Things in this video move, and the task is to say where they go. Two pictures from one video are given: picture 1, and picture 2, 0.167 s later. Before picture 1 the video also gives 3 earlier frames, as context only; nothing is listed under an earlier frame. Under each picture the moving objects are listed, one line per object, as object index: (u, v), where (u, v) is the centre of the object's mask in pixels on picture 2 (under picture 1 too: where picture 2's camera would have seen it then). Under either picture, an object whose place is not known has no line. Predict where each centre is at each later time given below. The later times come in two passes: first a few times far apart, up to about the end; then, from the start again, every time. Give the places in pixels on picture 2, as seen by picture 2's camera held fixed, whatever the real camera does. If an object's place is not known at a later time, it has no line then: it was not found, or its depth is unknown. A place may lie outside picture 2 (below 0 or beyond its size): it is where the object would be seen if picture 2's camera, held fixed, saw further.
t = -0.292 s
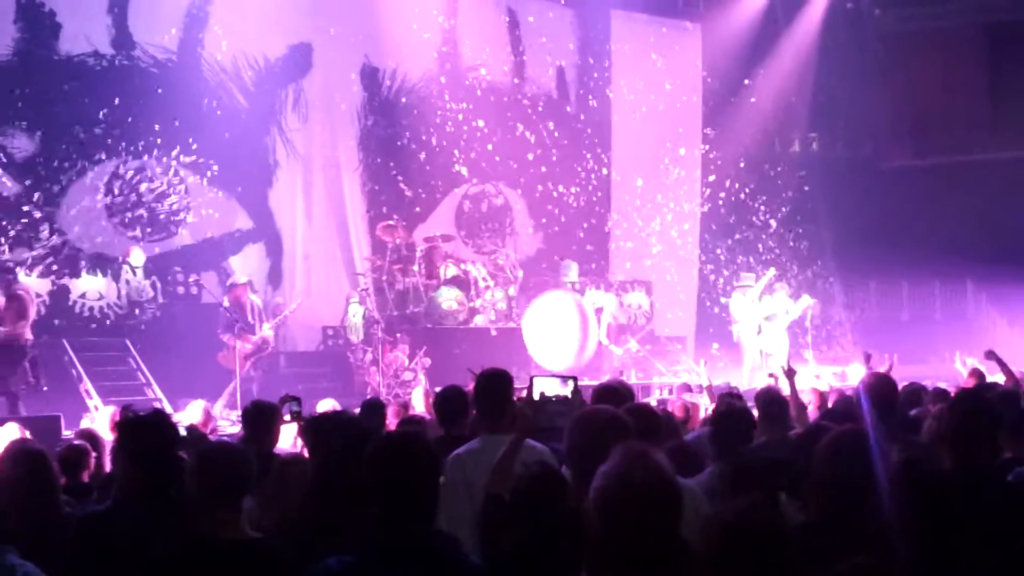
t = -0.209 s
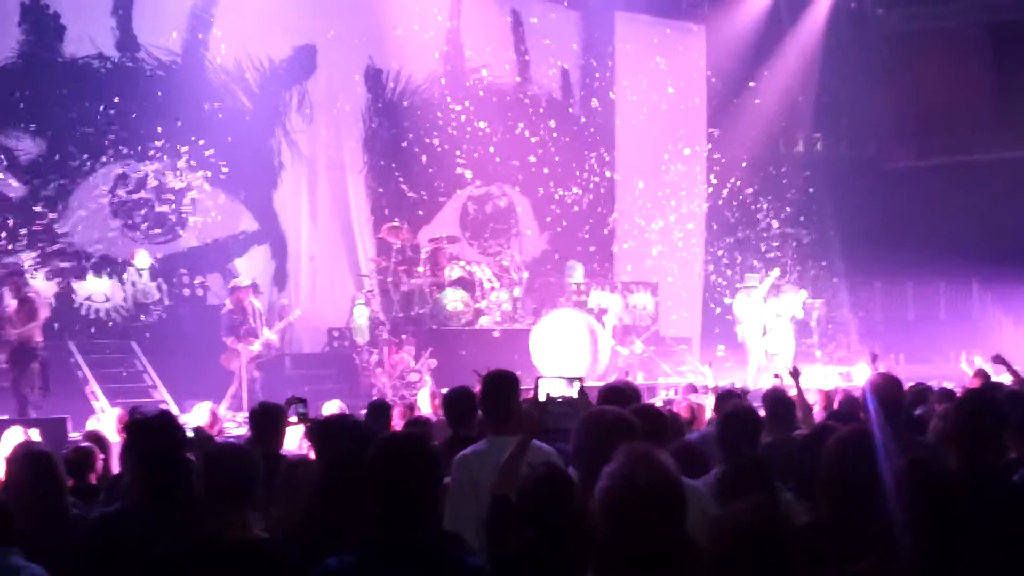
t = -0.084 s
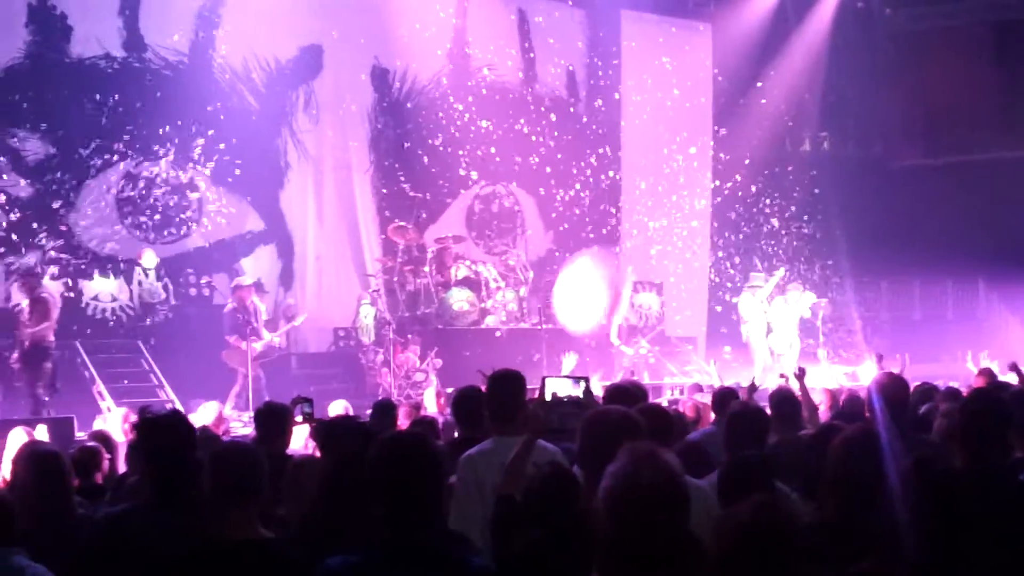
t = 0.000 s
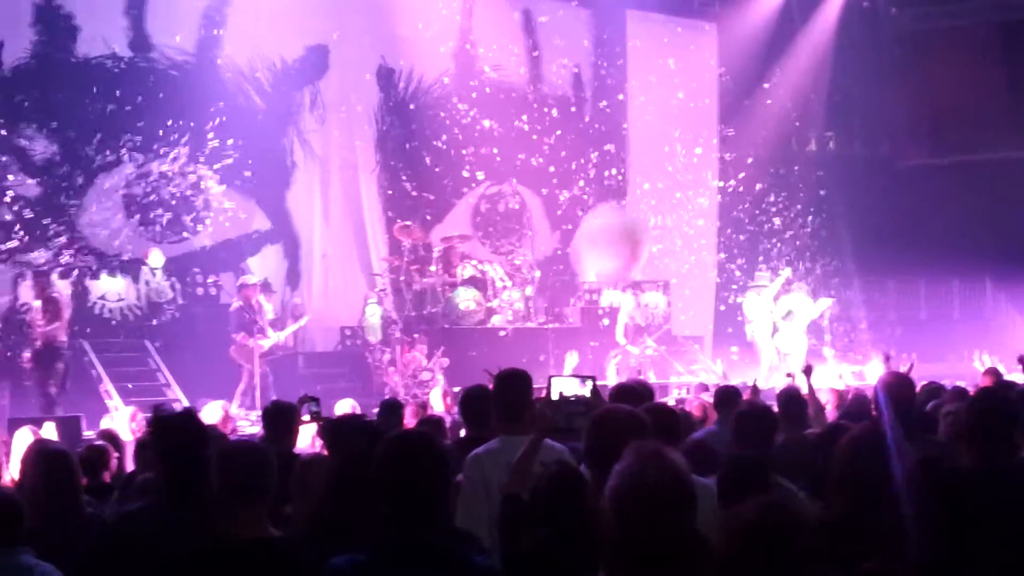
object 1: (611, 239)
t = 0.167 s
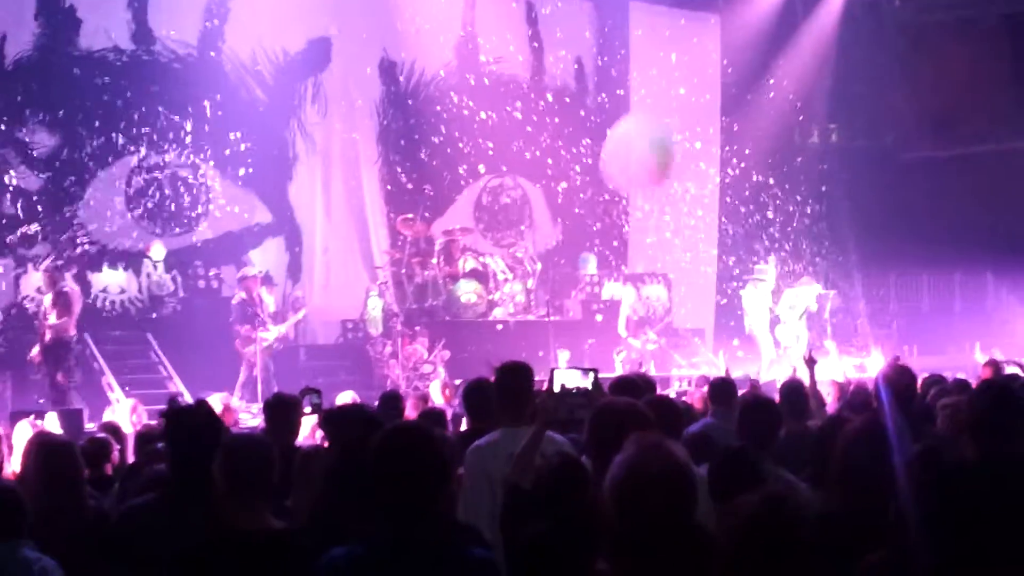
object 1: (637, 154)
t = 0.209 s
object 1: (643, 137)
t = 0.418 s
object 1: (686, 68)
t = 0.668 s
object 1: (728, 39)
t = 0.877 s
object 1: (760, 34)
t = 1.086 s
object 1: (788, 41)
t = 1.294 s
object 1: (812, 68)
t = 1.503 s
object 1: (830, 108)
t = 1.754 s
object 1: (847, 168)
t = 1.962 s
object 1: (856, 229)
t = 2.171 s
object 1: (861, 297)
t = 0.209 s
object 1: (643, 137)
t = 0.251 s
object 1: (651, 118)
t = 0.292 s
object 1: (660, 105)
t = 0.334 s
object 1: (670, 89)
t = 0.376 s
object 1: (679, 75)
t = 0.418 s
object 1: (686, 68)
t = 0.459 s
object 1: (694, 60)
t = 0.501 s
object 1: (701, 58)
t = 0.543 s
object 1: (708, 51)
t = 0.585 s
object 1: (714, 46)
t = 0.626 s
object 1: (721, 42)
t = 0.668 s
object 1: (728, 39)
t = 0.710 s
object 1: (734, 37)
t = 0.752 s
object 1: (741, 35)
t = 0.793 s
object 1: (747, 35)
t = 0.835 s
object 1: (753, 35)
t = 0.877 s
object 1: (760, 34)
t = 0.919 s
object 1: (766, 35)
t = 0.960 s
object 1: (771, 36)
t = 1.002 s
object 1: (777, 37)
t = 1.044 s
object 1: (782, 39)
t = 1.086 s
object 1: (788, 41)
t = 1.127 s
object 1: (793, 46)
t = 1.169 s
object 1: (798, 50)
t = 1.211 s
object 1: (803, 56)
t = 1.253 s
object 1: (807, 62)
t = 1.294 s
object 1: (812, 68)
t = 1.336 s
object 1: (815, 75)
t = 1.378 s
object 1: (819, 83)
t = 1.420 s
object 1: (824, 90)
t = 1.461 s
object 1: (827, 99)
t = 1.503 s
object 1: (830, 108)
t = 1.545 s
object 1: (834, 117)
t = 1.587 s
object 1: (836, 127)
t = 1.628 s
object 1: (839, 136)
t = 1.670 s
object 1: (842, 147)
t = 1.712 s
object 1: (844, 157)
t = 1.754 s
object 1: (847, 168)
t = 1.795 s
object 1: (849, 180)
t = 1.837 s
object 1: (851, 191)
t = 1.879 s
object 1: (853, 204)
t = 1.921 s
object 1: (855, 217)
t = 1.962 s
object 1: (856, 229)
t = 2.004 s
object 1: (858, 242)
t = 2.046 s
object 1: (859, 255)
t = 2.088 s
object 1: (860, 269)
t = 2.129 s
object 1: (861, 283)
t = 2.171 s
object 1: (861, 297)
